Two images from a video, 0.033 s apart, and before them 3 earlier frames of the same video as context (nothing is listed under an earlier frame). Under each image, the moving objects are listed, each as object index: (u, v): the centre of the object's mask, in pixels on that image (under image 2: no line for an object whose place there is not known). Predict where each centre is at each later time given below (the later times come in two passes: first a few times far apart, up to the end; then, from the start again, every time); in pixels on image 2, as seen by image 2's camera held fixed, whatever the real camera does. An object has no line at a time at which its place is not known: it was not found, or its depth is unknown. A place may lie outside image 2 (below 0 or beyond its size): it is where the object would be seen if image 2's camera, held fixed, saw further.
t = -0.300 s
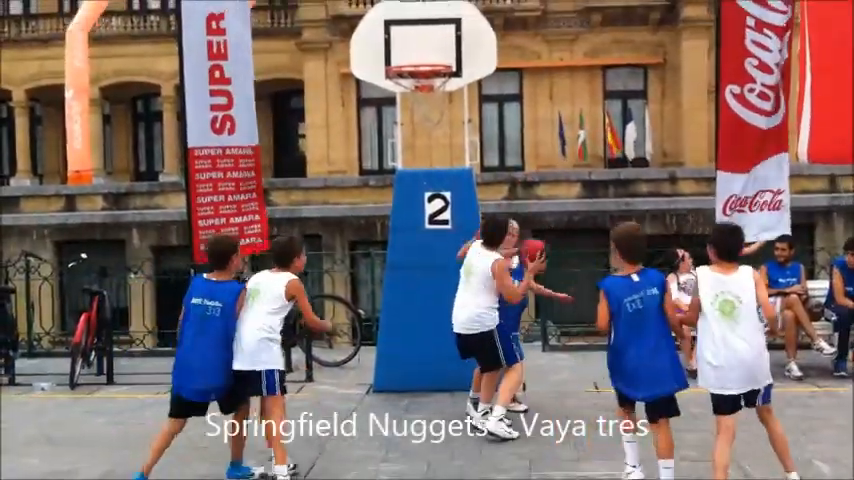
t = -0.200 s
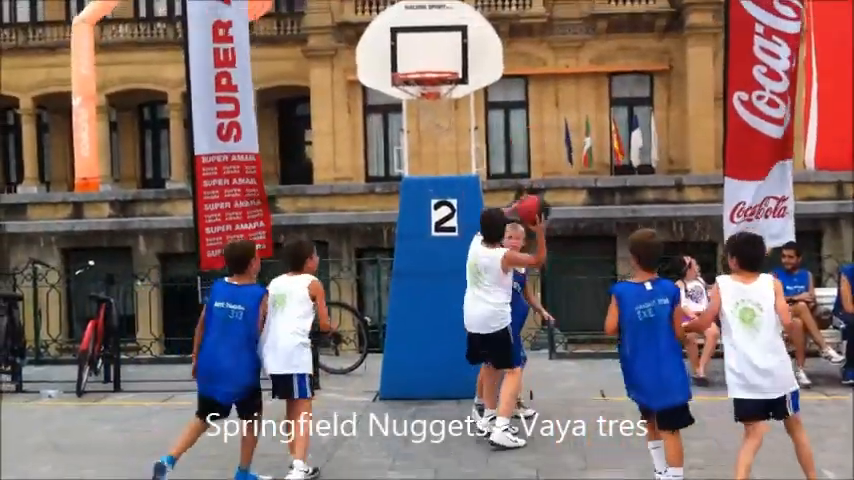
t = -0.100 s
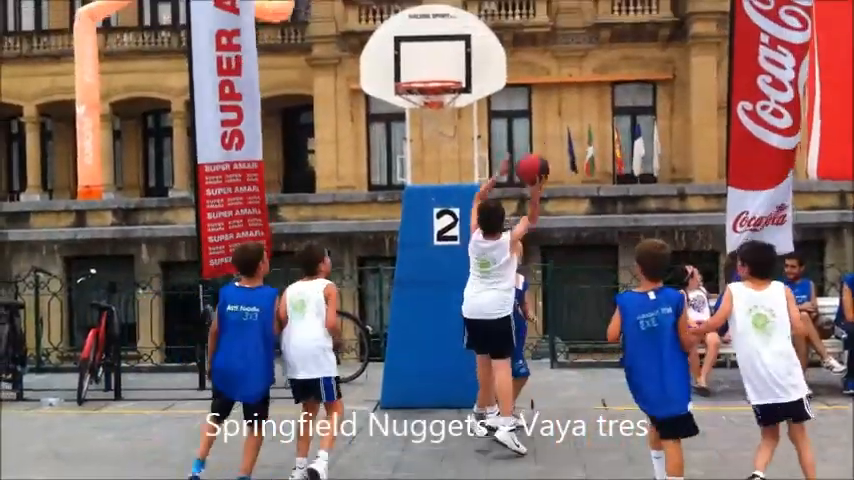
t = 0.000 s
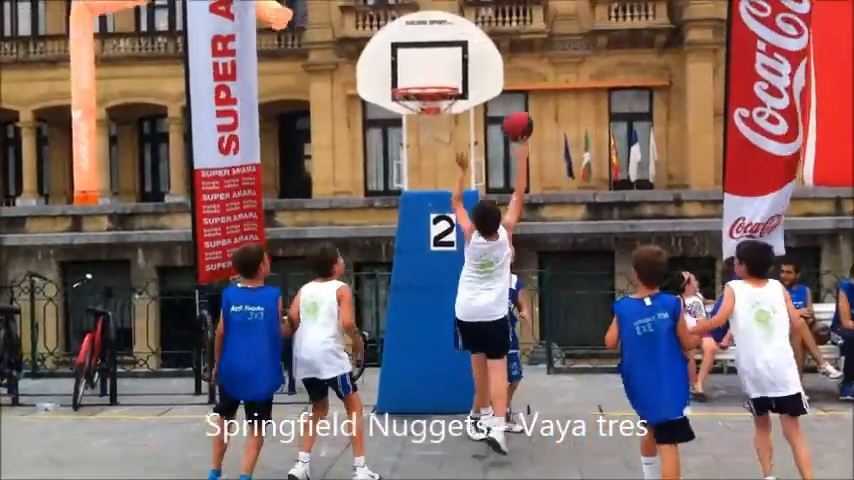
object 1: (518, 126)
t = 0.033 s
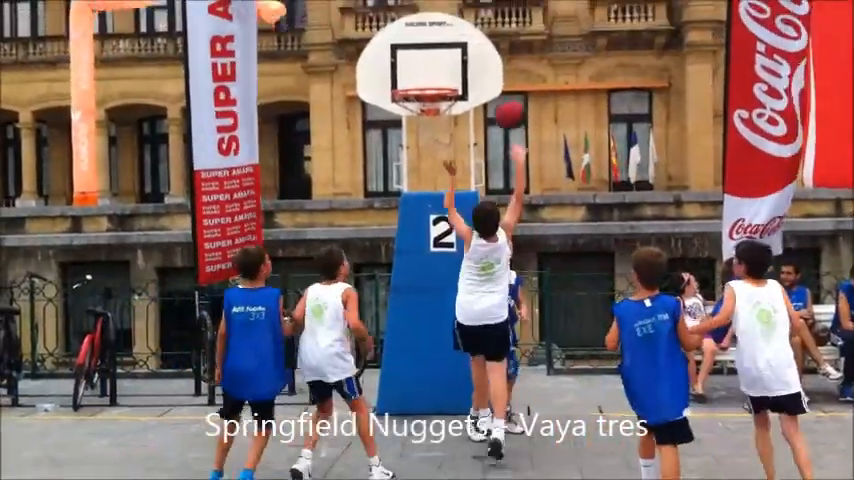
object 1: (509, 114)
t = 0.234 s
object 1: (476, 71)
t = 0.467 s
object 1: (450, 71)
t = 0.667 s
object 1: (445, 66)
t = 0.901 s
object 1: (427, 73)
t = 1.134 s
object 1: (402, 79)
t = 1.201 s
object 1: (395, 91)
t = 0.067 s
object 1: (503, 103)
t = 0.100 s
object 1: (498, 93)
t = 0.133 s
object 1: (492, 85)
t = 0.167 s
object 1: (486, 78)
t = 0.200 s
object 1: (480, 74)
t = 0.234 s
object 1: (476, 71)
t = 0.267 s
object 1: (471, 69)
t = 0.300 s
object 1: (466, 70)
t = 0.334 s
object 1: (460, 71)
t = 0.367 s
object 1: (455, 73)
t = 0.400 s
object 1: (452, 75)
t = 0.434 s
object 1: (450, 76)
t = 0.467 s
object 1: (450, 71)
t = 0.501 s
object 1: (449, 66)
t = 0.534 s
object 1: (448, 63)
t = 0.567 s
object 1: (447, 62)
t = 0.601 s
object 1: (447, 62)
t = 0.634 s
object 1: (446, 63)
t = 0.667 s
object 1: (445, 66)
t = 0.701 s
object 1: (446, 71)
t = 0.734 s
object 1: (444, 75)
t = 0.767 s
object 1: (440, 72)
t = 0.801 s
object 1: (437, 71)
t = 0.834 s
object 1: (434, 70)
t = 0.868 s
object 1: (431, 71)
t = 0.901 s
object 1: (427, 73)
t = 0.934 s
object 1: (423, 71)
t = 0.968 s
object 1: (419, 70)
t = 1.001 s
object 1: (416, 72)
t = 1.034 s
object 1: (412, 73)
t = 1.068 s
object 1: (408, 73)
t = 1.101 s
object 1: (405, 75)
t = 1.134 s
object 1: (402, 79)
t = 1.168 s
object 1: (399, 84)
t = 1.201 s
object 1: (395, 91)
